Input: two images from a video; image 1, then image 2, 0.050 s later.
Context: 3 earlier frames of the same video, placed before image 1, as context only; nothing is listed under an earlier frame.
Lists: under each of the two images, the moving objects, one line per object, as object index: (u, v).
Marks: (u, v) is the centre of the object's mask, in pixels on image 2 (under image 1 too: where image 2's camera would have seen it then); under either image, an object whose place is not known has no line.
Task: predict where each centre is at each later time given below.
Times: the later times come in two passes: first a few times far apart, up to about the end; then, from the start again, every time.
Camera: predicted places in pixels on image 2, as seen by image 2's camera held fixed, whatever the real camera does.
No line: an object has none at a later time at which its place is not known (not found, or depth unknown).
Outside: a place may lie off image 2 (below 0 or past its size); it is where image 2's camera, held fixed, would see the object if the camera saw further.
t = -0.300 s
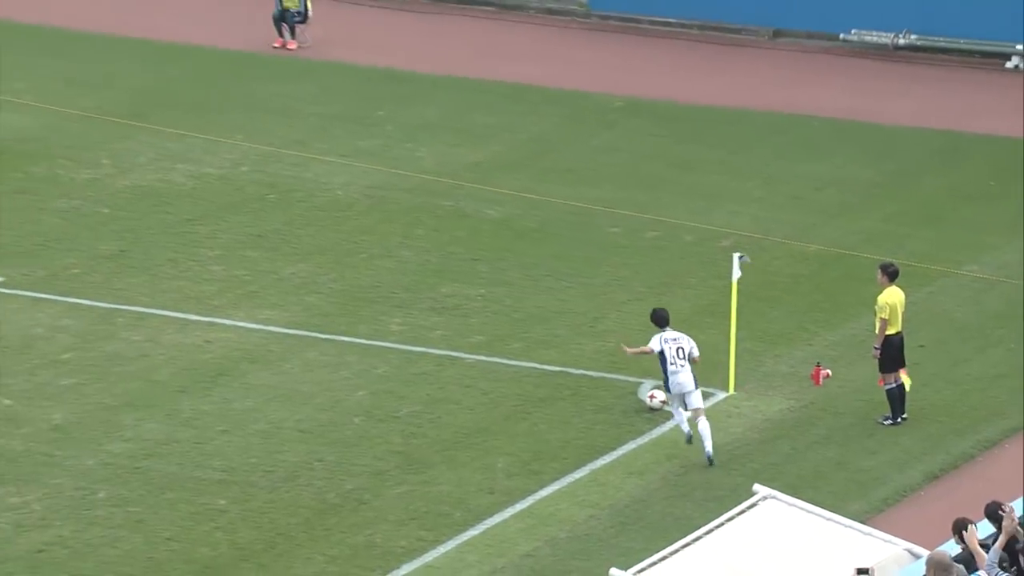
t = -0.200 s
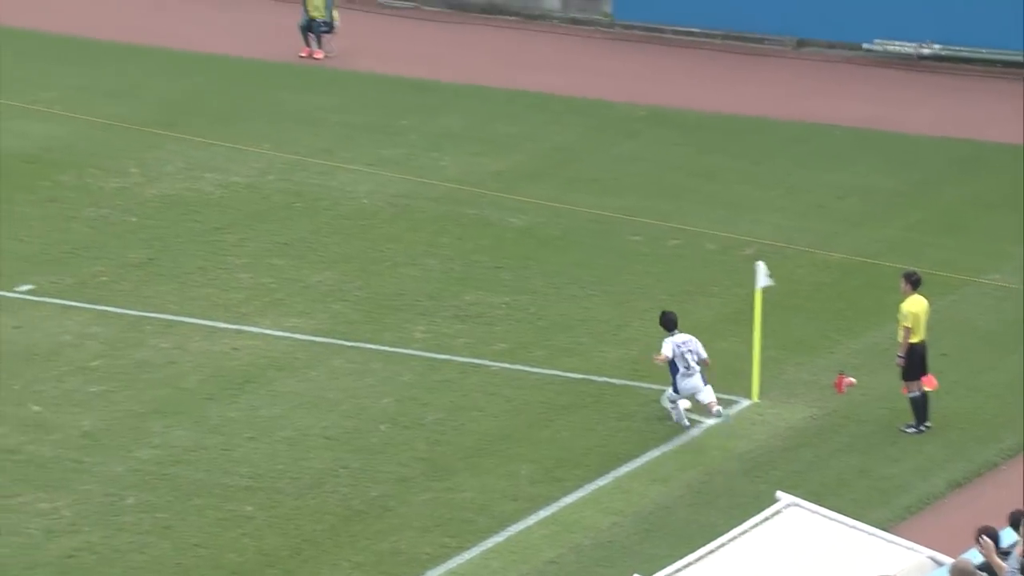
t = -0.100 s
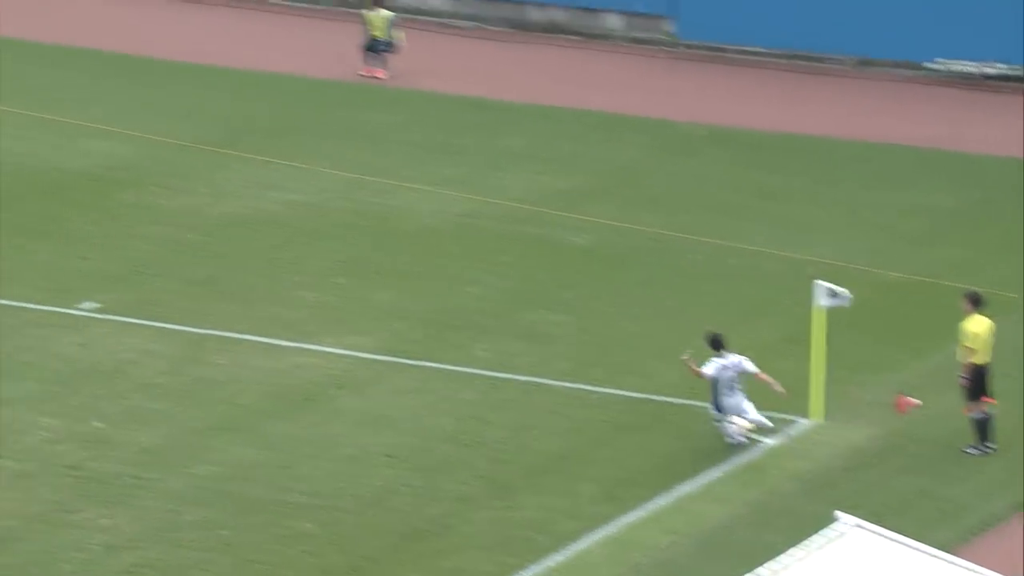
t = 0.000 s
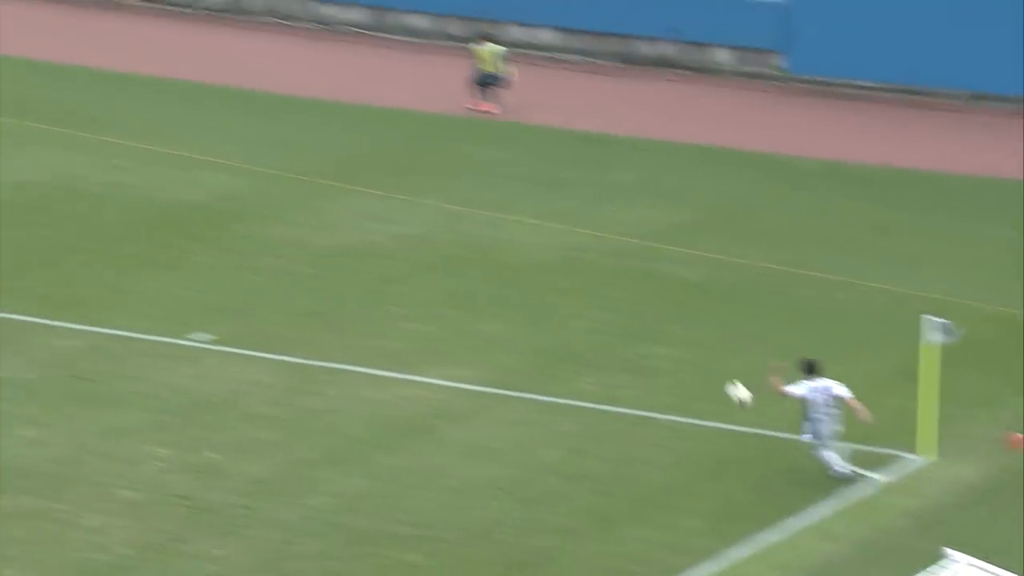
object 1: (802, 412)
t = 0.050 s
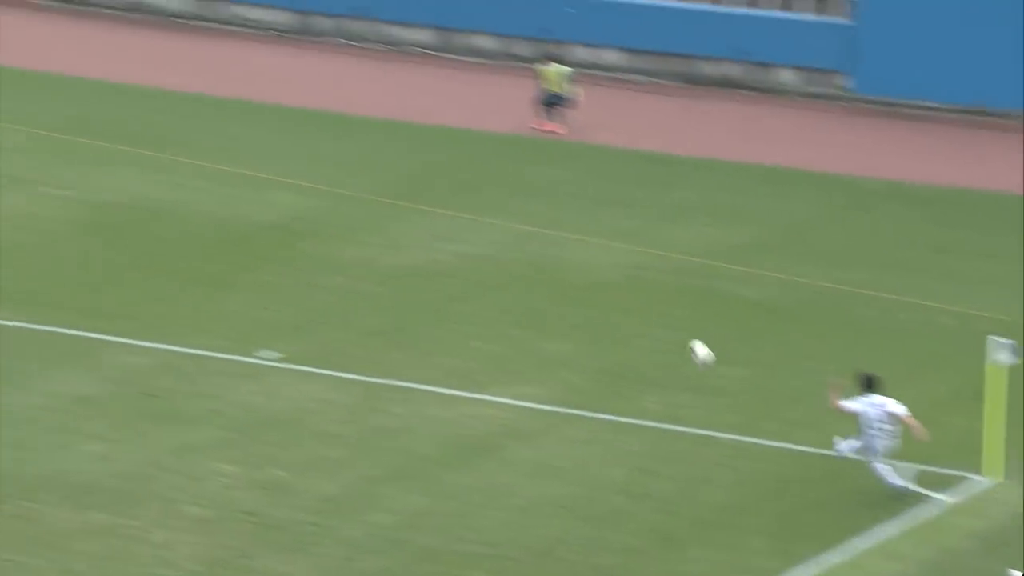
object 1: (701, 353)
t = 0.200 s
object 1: (418, 199)
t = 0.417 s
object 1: (46, 34)
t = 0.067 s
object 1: (667, 333)
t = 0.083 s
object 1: (635, 315)
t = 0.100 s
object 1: (603, 297)
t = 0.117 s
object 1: (572, 280)
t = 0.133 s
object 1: (540, 263)
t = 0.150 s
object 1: (509, 245)
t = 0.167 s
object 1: (478, 229)
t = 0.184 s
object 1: (448, 214)
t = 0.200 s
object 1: (418, 199)
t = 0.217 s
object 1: (388, 183)
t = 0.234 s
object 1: (359, 170)
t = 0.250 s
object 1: (328, 155)
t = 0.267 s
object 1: (301, 142)
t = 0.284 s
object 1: (271, 129)
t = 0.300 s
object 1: (242, 115)
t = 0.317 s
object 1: (214, 102)
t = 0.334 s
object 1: (186, 91)
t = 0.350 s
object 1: (157, 79)
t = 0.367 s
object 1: (129, 66)
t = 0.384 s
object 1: (101, 55)
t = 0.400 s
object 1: (72, 44)
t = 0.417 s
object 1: (46, 34)
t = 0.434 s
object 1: (17, 22)
